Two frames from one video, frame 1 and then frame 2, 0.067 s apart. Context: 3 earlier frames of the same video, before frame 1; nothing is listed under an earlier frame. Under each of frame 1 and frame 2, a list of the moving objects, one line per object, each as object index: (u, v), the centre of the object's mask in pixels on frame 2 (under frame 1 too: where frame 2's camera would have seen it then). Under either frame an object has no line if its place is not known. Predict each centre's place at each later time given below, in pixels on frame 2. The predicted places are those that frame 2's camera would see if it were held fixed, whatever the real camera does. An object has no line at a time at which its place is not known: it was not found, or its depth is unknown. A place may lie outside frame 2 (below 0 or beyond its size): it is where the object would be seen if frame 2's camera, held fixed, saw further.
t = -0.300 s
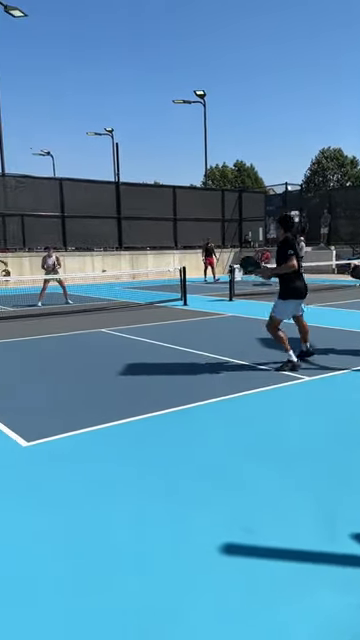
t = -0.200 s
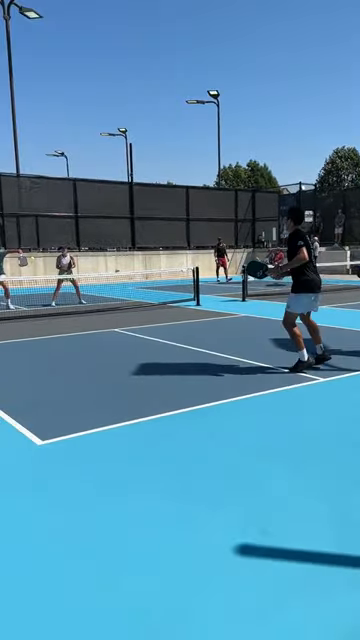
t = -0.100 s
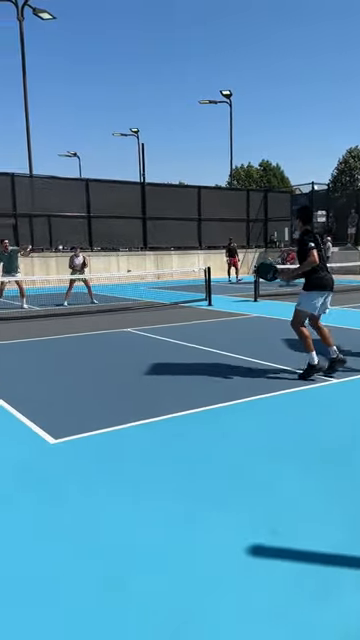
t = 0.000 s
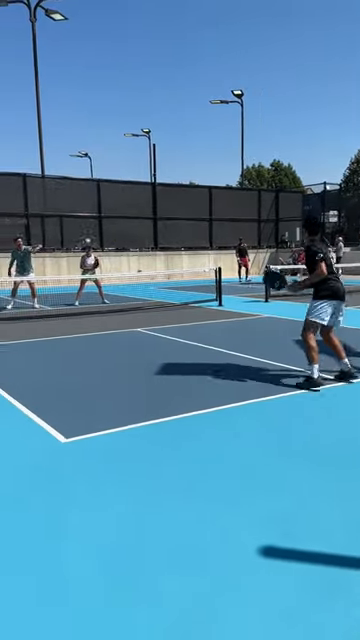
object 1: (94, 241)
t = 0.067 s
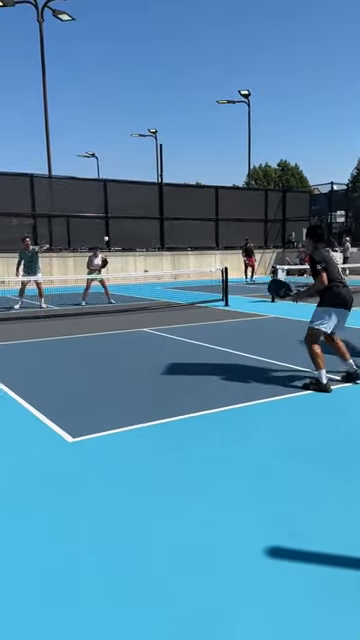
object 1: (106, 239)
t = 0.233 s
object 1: (136, 244)
